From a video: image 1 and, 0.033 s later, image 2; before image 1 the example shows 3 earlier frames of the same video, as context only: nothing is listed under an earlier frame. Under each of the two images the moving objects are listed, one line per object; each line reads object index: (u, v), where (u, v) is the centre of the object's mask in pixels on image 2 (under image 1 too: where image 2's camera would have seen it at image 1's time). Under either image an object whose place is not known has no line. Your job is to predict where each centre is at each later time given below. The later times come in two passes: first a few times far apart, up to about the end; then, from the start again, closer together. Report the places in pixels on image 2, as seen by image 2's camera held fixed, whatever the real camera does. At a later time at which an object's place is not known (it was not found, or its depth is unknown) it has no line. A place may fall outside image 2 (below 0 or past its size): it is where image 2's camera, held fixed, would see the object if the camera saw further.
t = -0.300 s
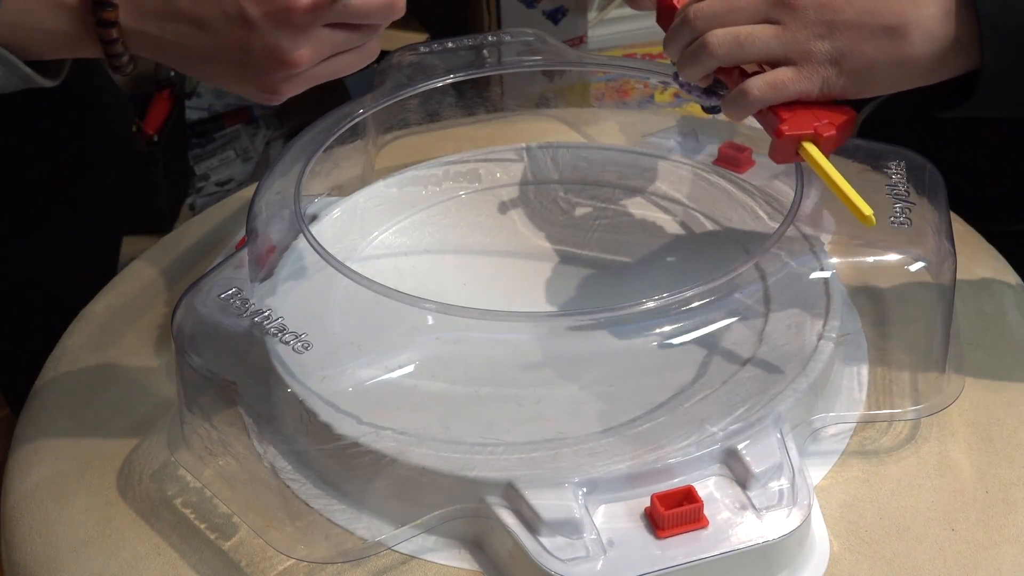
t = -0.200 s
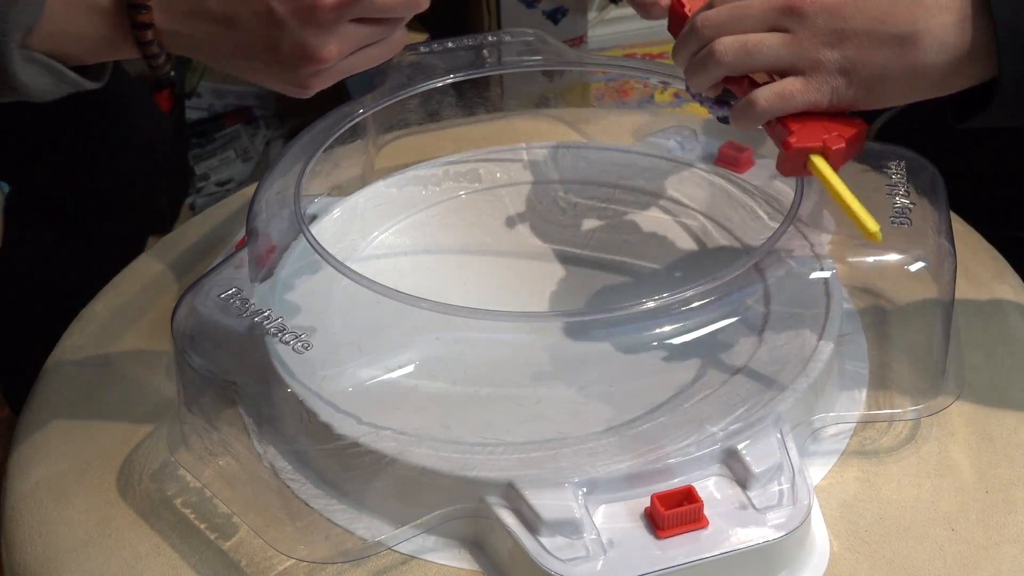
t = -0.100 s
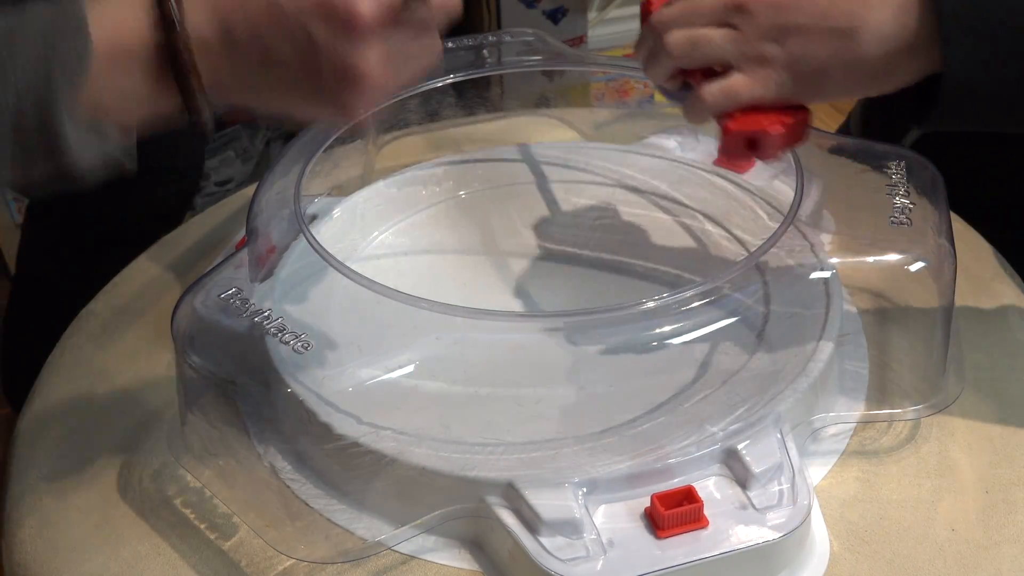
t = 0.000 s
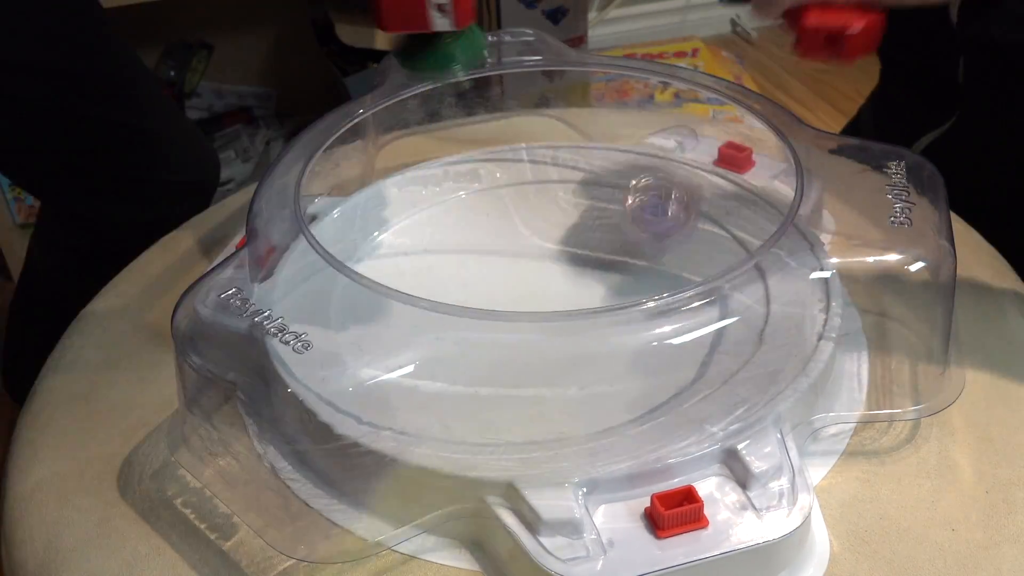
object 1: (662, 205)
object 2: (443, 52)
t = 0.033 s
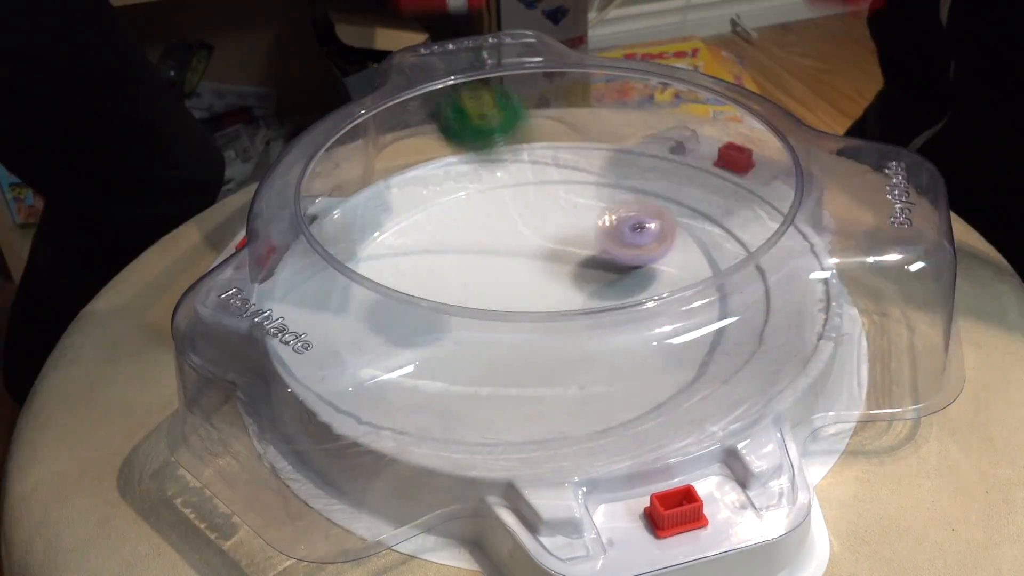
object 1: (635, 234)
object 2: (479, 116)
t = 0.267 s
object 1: (492, 307)
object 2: (709, 261)
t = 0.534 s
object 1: (588, 347)
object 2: (681, 252)
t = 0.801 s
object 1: (739, 226)
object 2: (546, 237)
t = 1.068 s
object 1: (487, 171)
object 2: (547, 322)
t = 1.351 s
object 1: (516, 394)
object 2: (685, 288)
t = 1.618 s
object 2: (617, 248)
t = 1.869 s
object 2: (518, 288)
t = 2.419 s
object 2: (649, 315)
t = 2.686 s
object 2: (582, 265)
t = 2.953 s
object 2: (501, 282)
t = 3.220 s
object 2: (511, 310)
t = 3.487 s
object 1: (648, 273)
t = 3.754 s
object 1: (468, 175)
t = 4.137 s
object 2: (523, 285)
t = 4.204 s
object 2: (529, 283)
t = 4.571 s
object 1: (513, 164)
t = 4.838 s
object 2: (537, 273)
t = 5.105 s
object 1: (444, 119)
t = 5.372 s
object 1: (457, 139)
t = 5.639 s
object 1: (491, 135)
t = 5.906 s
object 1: (505, 134)
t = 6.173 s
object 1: (511, 132)
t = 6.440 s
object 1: (517, 134)
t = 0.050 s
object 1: (623, 237)
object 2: (503, 160)
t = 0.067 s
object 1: (611, 245)
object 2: (522, 206)
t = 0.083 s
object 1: (607, 257)
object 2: (547, 266)
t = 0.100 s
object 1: (586, 260)
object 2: (564, 311)
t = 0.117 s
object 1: (572, 260)
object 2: (576, 310)
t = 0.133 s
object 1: (548, 267)
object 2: (590, 285)
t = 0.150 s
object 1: (541, 275)
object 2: (607, 272)
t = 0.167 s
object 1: (537, 279)
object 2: (622, 258)
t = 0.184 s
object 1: (527, 284)
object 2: (637, 248)
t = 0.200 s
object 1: (518, 285)
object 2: (652, 242)
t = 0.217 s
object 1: (511, 289)
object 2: (667, 241)
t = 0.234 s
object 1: (501, 300)
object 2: (682, 244)
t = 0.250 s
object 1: (495, 303)
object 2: (695, 250)
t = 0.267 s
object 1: (492, 307)
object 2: (709, 261)
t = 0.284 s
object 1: (488, 310)
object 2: (726, 281)
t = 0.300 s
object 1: (486, 314)
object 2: (742, 302)
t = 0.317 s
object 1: (486, 318)
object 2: (748, 297)
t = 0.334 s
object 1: (487, 321)
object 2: (751, 294)
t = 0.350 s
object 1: (489, 324)
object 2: (754, 292)
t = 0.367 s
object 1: (492, 328)
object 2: (755, 290)
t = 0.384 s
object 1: (496, 331)
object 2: (756, 288)
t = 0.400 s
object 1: (502, 334)
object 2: (748, 280)
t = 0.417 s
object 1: (509, 336)
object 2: (744, 276)
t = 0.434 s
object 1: (517, 339)
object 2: (739, 273)
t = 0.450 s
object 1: (526, 340)
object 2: (728, 268)
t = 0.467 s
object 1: (537, 347)
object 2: (719, 262)
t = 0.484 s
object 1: (547, 349)
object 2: (706, 255)
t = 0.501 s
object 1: (560, 348)
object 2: (699, 255)
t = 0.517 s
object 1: (573, 347)
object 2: (690, 254)
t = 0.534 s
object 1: (588, 347)
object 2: (681, 252)
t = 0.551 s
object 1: (603, 343)
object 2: (670, 248)
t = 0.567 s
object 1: (617, 341)
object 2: (659, 244)
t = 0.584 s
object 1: (631, 338)
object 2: (649, 240)
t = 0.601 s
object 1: (646, 334)
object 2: (639, 237)
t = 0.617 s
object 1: (660, 330)
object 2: (630, 234)
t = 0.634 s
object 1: (676, 319)
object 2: (620, 231)
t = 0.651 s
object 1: (686, 313)
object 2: (612, 229)
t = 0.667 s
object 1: (699, 315)
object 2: (603, 227)
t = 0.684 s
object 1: (705, 304)
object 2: (596, 226)
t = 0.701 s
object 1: (725, 286)
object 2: (588, 226)
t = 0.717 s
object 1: (731, 279)
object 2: (580, 226)
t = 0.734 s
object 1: (740, 272)
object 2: (573, 227)
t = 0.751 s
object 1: (742, 259)
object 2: (565, 228)
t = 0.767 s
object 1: (743, 249)
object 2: (558, 230)
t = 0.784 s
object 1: (740, 234)
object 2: (552, 233)
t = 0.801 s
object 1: (739, 226)
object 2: (546, 237)
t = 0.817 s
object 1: (734, 222)
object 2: (540, 241)
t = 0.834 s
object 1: (726, 216)
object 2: (535, 245)
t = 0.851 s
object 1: (715, 209)
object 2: (530, 249)
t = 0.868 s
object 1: (704, 203)
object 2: (526, 254)
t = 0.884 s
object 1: (692, 195)
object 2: (523, 259)
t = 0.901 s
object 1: (679, 187)
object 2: (520, 265)
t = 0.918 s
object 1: (664, 182)
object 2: (519, 271)
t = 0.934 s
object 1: (649, 174)
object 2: (518, 277)
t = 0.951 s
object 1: (632, 170)
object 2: (518, 281)
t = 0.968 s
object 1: (613, 167)
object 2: (520, 285)
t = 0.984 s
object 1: (594, 165)
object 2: (522, 289)
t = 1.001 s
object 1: (572, 164)
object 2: (525, 292)
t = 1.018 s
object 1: (552, 164)
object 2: (529, 302)
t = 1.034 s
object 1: (532, 164)
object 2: (534, 307)
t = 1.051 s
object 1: (509, 167)
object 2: (539, 312)
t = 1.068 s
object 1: (487, 171)
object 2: (547, 322)
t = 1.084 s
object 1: (465, 174)
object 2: (554, 323)
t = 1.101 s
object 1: (445, 181)
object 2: (562, 327)
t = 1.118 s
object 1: (425, 190)
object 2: (571, 330)
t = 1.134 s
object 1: (405, 200)
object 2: (581, 338)
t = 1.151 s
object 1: (385, 210)
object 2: (591, 338)
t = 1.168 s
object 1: (369, 223)
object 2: (601, 337)
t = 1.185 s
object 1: (358, 235)
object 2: (612, 336)
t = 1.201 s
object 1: (345, 256)
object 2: (623, 335)
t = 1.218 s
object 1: (340, 273)
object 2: (632, 333)
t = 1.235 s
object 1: (338, 291)
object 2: (642, 331)
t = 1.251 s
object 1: (341, 311)
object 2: (650, 324)
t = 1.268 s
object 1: (353, 329)
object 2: (660, 324)
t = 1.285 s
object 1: (371, 345)
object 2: (666, 315)
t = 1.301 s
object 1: (398, 363)
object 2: (673, 310)
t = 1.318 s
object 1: (430, 379)
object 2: (678, 306)
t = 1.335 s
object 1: (471, 390)
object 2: (682, 303)
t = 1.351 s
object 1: (516, 394)
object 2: (685, 288)
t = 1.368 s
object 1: (562, 395)
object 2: (687, 287)
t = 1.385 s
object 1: (609, 390)
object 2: (687, 284)
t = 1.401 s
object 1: (651, 379)
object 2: (682, 271)
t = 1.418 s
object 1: (690, 365)
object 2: (682, 268)
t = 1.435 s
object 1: (726, 343)
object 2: (682, 265)
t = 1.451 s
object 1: (755, 317)
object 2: (681, 263)
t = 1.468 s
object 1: (769, 292)
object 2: (678, 261)
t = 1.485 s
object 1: (793, 270)
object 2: (674, 259)
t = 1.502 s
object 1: (815, 243)
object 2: (668, 256)
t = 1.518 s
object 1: (823, 217)
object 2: (663, 253)
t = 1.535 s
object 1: (820, 206)
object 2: (654, 252)
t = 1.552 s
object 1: (799, 226)
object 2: (646, 252)
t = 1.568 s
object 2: (639, 250)
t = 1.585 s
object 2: (632, 249)
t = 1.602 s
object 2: (624, 248)
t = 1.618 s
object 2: (617, 248)
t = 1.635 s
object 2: (609, 248)
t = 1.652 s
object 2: (601, 249)
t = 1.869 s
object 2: (518, 288)
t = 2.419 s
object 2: (649, 315)
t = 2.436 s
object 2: (653, 310)
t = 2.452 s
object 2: (654, 306)
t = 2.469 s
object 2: (653, 295)
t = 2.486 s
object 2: (651, 291)
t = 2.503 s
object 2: (647, 281)
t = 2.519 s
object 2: (645, 279)
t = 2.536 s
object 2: (642, 277)
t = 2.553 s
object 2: (637, 276)
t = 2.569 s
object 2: (633, 274)
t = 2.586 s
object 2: (626, 273)
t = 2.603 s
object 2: (620, 271)
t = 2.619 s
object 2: (613, 270)
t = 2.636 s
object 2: (606, 268)
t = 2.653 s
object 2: (598, 266)
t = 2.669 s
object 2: (591, 265)
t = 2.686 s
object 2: (582, 265)
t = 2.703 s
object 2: (575, 265)
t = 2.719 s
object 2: (567, 265)
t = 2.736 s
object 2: (559, 265)
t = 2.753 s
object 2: (552, 265)
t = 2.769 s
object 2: (545, 267)
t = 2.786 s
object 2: (538, 268)
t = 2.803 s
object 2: (533, 269)
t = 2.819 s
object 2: (528, 269)
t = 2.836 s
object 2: (524, 269)
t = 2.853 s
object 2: (520, 270)
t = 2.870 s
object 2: (516, 272)
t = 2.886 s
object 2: (512, 275)
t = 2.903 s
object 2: (509, 276)
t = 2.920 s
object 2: (506, 279)
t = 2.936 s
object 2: (504, 280)
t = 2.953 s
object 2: (501, 282)
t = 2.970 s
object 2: (499, 284)
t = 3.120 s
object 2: (497, 308)
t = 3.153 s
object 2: (502, 310)
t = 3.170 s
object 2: (503, 309)
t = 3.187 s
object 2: (506, 309)
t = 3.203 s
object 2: (509, 310)
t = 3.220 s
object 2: (511, 310)
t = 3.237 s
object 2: (513, 310)
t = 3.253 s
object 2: (515, 310)
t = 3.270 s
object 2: (517, 318)
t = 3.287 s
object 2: (518, 312)
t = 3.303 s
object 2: (522, 313)
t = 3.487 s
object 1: (648, 273)
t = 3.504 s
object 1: (646, 268)
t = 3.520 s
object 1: (641, 259)
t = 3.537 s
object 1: (635, 250)
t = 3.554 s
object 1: (628, 241)
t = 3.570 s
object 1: (620, 233)
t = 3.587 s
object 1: (610, 224)
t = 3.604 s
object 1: (600, 217)
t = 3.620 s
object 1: (589, 209)
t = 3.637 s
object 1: (574, 203)
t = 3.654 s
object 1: (560, 197)
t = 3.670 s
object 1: (546, 191)
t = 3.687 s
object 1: (531, 186)
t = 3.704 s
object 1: (517, 182)
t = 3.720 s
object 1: (501, 178)
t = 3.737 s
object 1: (485, 176)
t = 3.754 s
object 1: (468, 175)
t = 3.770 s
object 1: (452, 176)
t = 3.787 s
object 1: (439, 177)
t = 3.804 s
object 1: (427, 181)
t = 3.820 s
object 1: (414, 189)
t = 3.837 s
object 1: (404, 199)
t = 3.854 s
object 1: (395, 210)
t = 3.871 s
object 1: (385, 220)
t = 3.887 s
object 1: (376, 231)
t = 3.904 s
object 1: (367, 241)
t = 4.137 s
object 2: (523, 285)
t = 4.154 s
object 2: (525, 284)
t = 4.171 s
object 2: (526, 284)
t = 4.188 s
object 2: (528, 283)
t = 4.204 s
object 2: (529, 283)
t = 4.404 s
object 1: (739, 230)
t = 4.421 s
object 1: (735, 219)
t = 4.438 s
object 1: (718, 203)
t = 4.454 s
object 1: (702, 193)
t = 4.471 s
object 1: (681, 182)
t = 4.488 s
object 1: (657, 172)
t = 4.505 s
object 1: (632, 166)
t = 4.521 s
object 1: (603, 161)
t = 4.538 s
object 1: (575, 159)
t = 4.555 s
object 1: (545, 160)
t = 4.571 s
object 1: (513, 164)
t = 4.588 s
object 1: (482, 169)
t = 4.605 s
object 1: (454, 177)
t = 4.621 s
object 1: (426, 191)
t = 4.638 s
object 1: (401, 204)
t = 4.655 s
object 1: (377, 221)
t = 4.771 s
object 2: (535, 271)
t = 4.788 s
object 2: (535, 271)
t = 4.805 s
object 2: (536, 272)
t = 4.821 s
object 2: (536, 273)
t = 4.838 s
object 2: (537, 273)
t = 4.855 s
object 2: (538, 274)
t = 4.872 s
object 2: (539, 275)
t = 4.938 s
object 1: (748, 248)
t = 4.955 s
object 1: (734, 221)
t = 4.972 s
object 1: (709, 197)
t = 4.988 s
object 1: (681, 178)
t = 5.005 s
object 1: (649, 159)
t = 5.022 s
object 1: (616, 143)
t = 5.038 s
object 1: (588, 129)
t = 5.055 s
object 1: (554, 121)
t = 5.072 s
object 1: (516, 117)
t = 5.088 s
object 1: (478, 118)
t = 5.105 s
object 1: (444, 119)
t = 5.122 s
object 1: (410, 124)
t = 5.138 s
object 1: (402, 137)
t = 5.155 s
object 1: (406, 138)
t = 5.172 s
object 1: (415, 144)
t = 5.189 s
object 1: (424, 152)
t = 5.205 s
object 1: (427, 150)
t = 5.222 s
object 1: (430, 145)
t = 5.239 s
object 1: (433, 141)
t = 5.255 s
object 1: (437, 139)
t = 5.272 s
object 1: (440, 140)
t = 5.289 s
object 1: (445, 141)
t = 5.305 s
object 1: (448, 144)
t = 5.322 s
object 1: (451, 143)
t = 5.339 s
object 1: (453, 141)
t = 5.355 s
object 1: (455, 140)
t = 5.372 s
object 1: (457, 139)
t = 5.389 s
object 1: (460, 140)
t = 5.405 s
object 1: (463, 140)
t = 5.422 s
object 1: (466, 139)
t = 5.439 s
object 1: (468, 138)
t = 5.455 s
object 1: (470, 138)
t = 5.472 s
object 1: (473, 138)
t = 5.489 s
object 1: (475, 138)
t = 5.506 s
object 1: (478, 137)
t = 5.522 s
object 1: (480, 136)
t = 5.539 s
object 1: (482, 136)
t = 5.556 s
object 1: (483, 136)
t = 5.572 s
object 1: (485, 135)
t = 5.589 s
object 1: (487, 135)
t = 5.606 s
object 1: (488, 136)
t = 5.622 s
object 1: (489, 135)
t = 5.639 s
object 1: (491, 135)
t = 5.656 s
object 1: (493, 135)
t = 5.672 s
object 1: (492, 135)
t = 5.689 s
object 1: (494, 135)
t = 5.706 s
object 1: (495, 135)
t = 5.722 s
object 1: (495, 134)
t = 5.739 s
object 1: (497, 134)
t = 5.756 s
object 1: (497, 134)
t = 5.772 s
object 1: (498, 134)
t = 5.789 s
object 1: (499, 134)
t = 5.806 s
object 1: (500, 135)
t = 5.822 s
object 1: (500, 135)
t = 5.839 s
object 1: (502, 135)
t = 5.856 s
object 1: (502, 134)
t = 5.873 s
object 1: (504, 134)
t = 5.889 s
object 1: (504, 134)
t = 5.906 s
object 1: (505, 134)
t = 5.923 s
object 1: (505, 133)
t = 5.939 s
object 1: (506, 133)
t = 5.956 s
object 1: (506, 133)
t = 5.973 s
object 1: (506, 133)
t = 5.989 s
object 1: (507, 133)
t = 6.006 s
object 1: (507, 133)
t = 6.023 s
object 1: (507, 133)
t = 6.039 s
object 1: (508, 133)
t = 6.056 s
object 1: (508, 132)
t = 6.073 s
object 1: (508, 133)
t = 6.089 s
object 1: (508, 133)
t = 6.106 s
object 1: (509, 133)
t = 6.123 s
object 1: (510, 133)
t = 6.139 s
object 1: (511, 133)
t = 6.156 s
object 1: (511, 133)
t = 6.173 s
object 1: (511, 132)
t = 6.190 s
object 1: (512, 132)
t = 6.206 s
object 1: (512, 132)
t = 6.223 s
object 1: (514, 133)
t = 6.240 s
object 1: (514, 133)
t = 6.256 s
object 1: (513, 132)
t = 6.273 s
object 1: (515, 133)
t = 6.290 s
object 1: (514, 132)
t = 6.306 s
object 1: (514, 132)
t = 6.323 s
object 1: (516, 134)
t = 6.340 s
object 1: (514, 132)
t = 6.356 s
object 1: (514, 132)
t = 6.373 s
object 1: (516, 134)
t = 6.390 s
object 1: (516, 134)
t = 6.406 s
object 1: (516, 134)
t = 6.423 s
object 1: (517, 134)
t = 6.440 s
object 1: (517, 134)
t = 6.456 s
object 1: (517, 134)
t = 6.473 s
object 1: (518, 135)
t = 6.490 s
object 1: (519, 135)
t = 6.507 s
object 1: (519, 135)
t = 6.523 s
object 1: (519, 135)
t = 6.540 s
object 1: (519, 136)
